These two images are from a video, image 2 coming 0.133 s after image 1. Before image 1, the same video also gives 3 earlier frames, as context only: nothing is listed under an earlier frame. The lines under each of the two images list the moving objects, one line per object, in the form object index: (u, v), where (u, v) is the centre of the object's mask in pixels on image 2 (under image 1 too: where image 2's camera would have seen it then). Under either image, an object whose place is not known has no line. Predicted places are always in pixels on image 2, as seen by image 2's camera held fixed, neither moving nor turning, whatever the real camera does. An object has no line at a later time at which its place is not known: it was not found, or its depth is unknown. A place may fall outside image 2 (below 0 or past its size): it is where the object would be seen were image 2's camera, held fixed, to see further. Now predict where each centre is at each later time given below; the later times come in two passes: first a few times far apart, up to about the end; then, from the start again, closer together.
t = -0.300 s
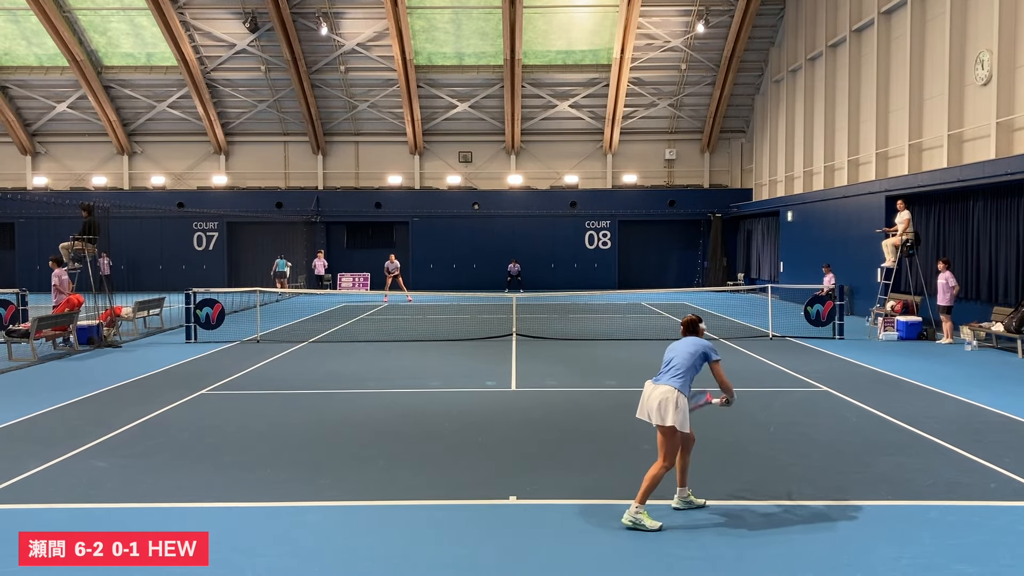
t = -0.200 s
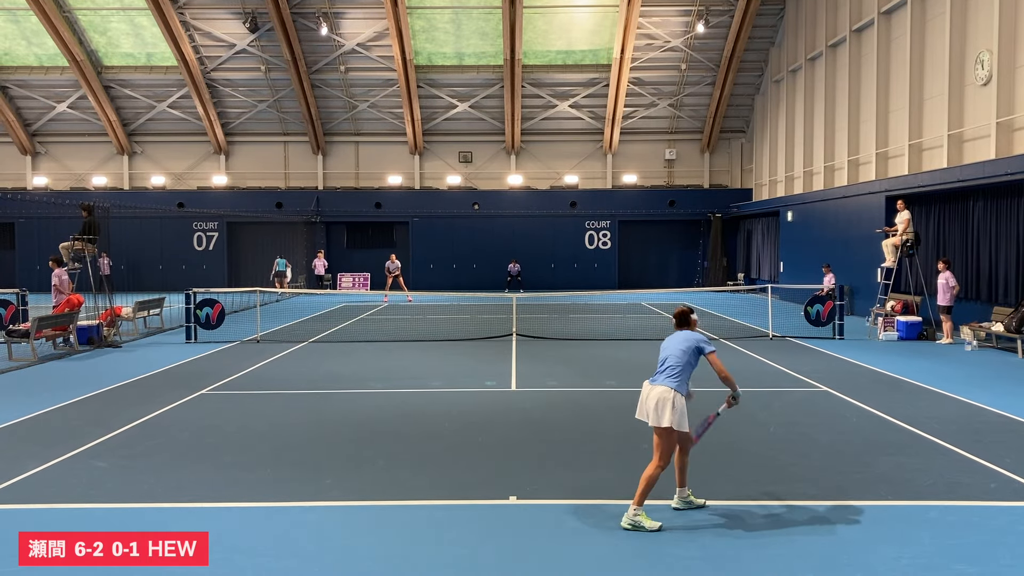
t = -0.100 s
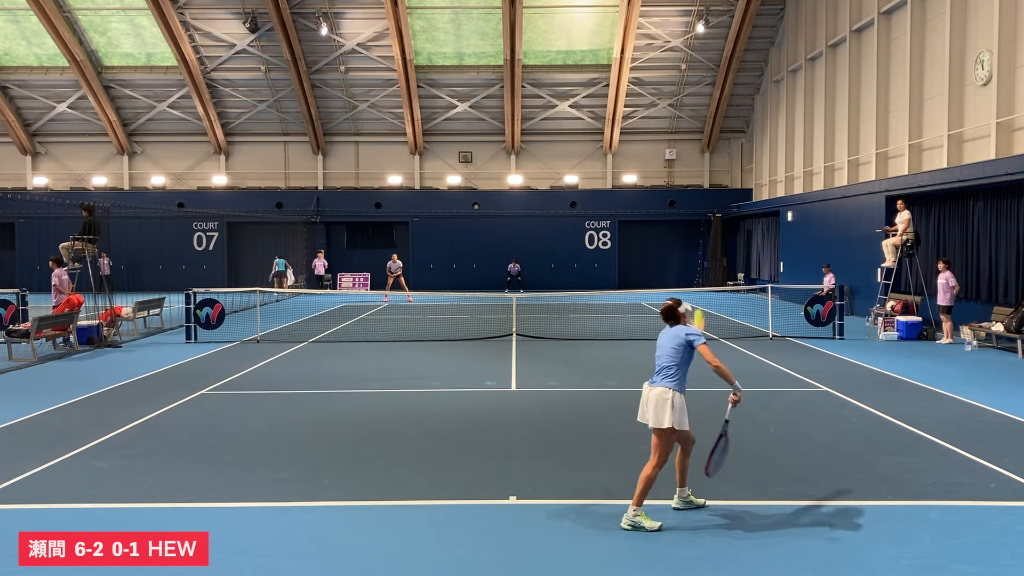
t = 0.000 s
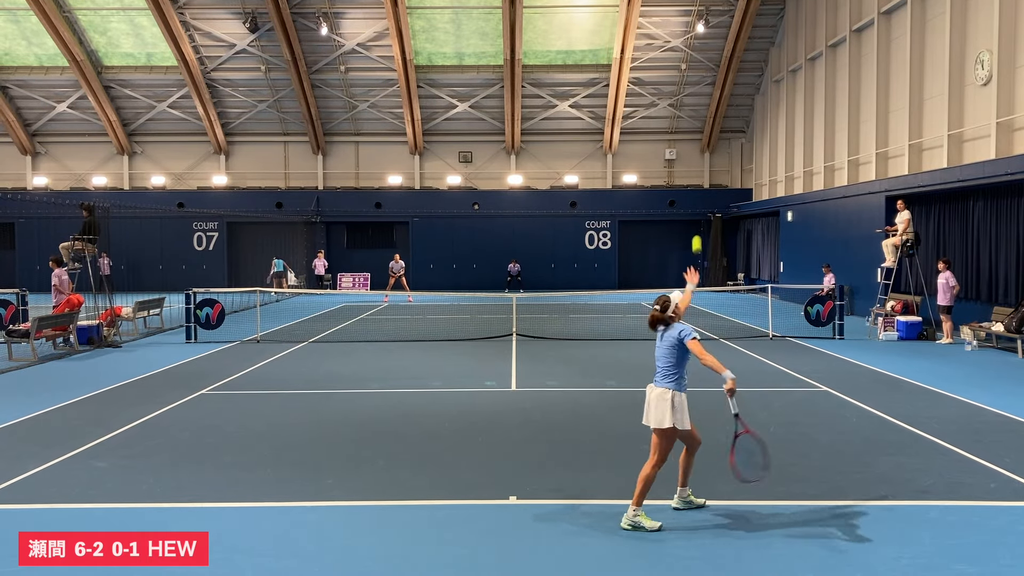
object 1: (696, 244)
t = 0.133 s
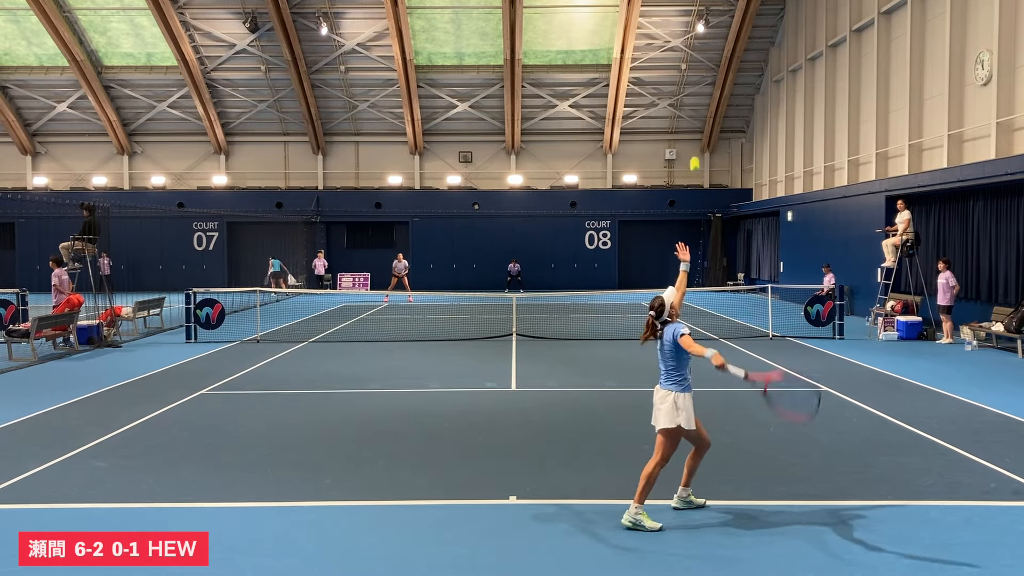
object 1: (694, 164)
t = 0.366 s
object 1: (691, 79)
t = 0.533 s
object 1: (688, 60)
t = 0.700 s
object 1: (684, 77)
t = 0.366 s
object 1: (691, 79)
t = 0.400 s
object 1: (690, 72)
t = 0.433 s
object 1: (689, 67)
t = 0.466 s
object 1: (689, 63)
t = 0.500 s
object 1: (688, 61)
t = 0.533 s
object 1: (688, 60)
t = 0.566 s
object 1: (687, 60)
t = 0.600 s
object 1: (686, 63)
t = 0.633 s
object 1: (685, 66)
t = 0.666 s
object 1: (685, 70)
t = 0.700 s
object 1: (684, 77)
